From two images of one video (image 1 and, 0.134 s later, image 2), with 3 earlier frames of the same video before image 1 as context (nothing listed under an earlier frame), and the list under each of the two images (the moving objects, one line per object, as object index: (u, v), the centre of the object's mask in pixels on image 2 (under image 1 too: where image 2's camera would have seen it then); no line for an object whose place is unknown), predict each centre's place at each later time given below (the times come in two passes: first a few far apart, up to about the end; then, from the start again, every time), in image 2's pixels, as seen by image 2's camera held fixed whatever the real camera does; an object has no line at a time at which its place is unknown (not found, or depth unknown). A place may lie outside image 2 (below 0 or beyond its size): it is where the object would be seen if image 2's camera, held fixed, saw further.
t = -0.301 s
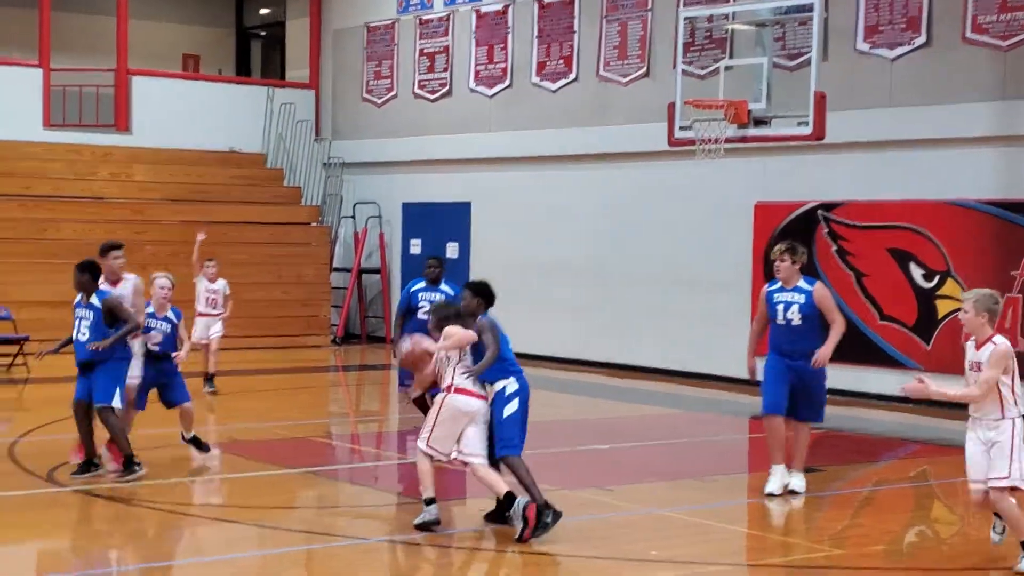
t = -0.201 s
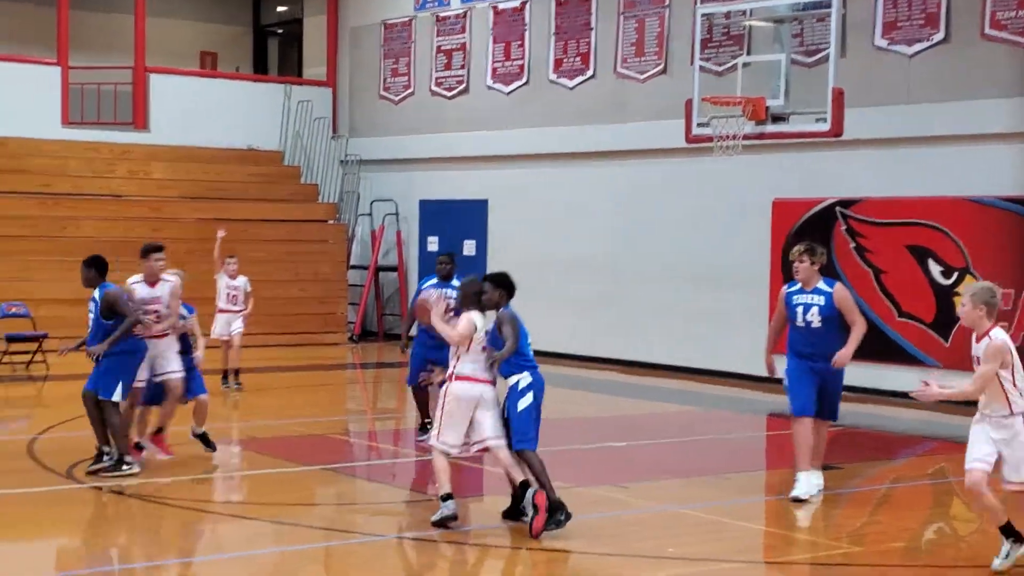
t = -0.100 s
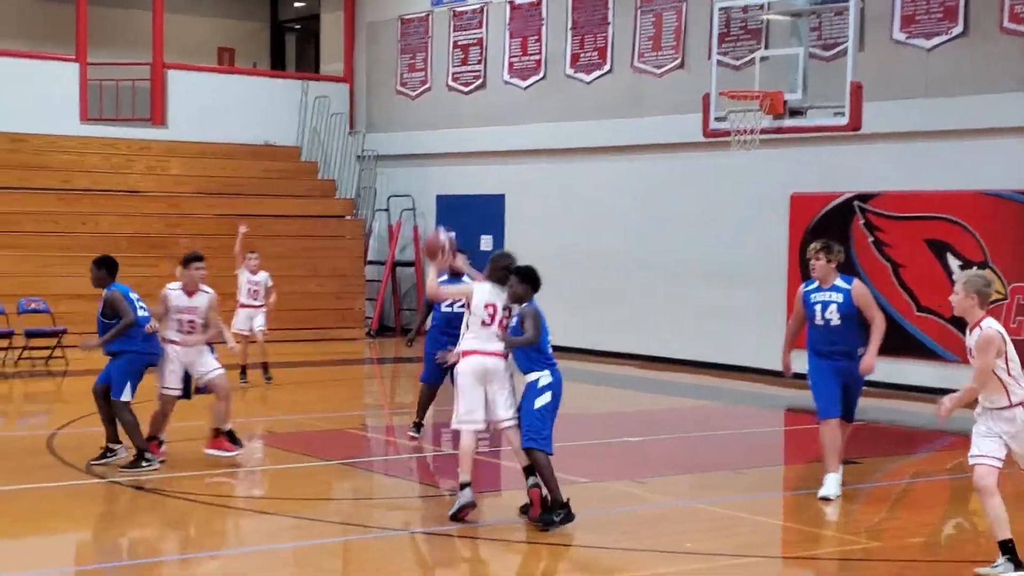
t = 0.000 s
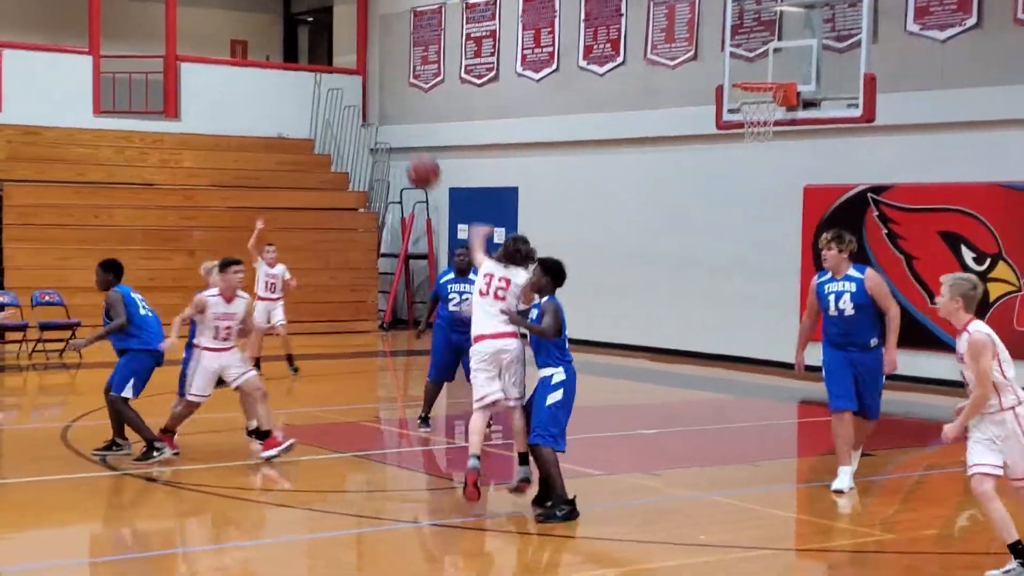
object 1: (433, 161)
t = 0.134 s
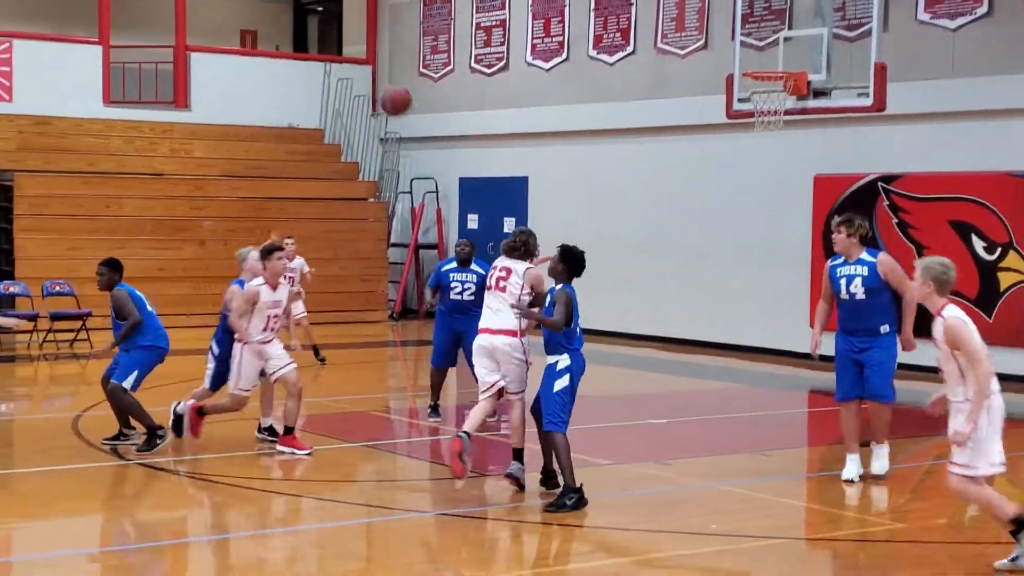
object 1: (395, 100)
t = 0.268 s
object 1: (363, 68)
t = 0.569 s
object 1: (302, 77)
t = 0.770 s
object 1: (268, 129)
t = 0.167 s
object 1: (387, 90)
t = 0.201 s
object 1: (379, 81)
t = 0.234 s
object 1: (370, 73)
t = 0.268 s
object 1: (363, 68)
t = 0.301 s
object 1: (355, 65)
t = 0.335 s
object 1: (349, 61)
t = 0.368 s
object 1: (342, 59)
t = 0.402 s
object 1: (335, 59)
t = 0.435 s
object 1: (328, 60)
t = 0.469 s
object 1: (321, 62)
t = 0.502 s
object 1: (314, 66)
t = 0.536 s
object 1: (308, 70)
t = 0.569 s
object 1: (302, 77)
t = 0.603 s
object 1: (296, 83)
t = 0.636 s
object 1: (290, 90)
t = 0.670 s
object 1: (284, 99)
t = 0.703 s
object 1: (279, 108)
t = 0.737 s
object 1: (273, 118)
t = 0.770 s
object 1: (268, 129)
